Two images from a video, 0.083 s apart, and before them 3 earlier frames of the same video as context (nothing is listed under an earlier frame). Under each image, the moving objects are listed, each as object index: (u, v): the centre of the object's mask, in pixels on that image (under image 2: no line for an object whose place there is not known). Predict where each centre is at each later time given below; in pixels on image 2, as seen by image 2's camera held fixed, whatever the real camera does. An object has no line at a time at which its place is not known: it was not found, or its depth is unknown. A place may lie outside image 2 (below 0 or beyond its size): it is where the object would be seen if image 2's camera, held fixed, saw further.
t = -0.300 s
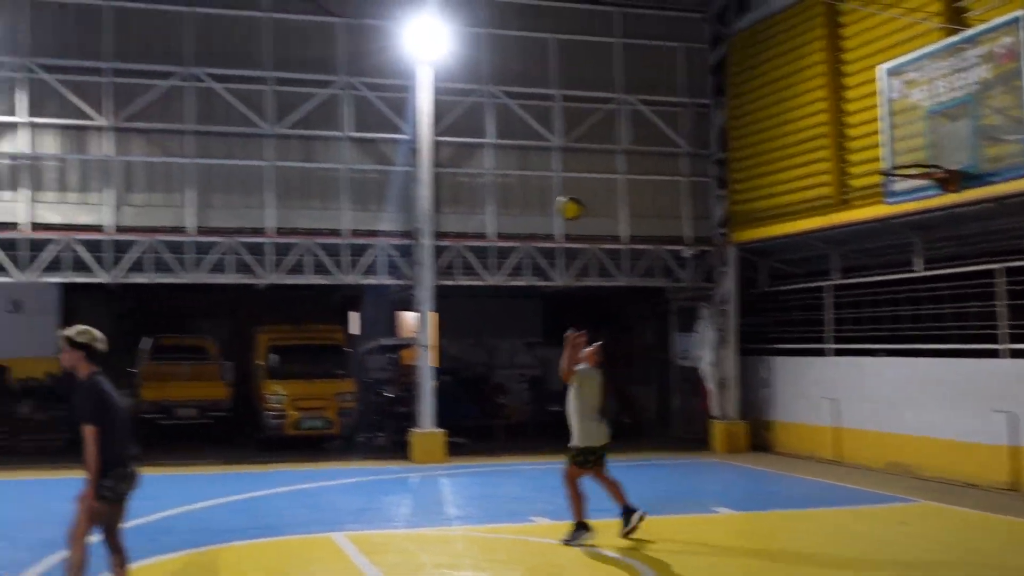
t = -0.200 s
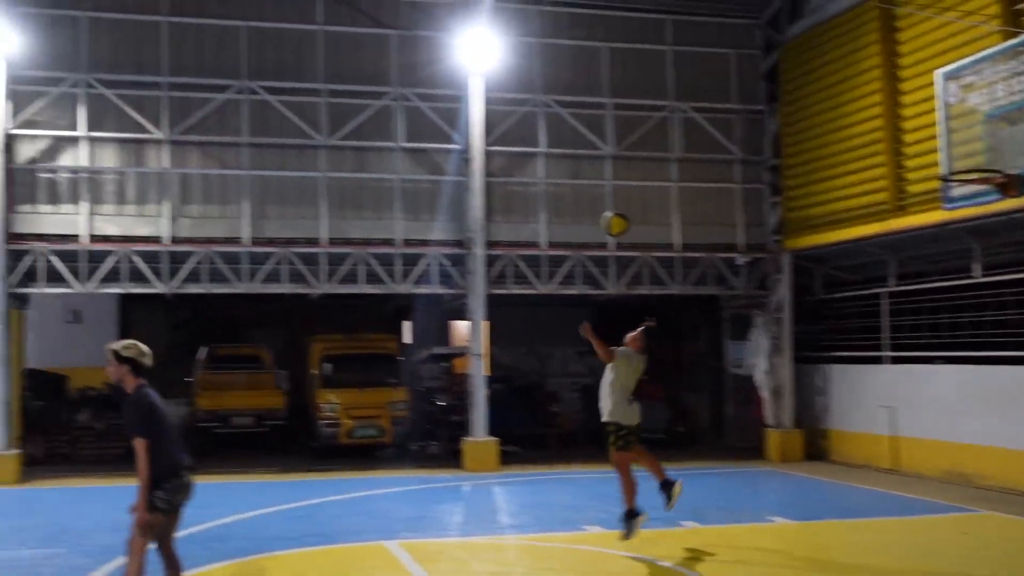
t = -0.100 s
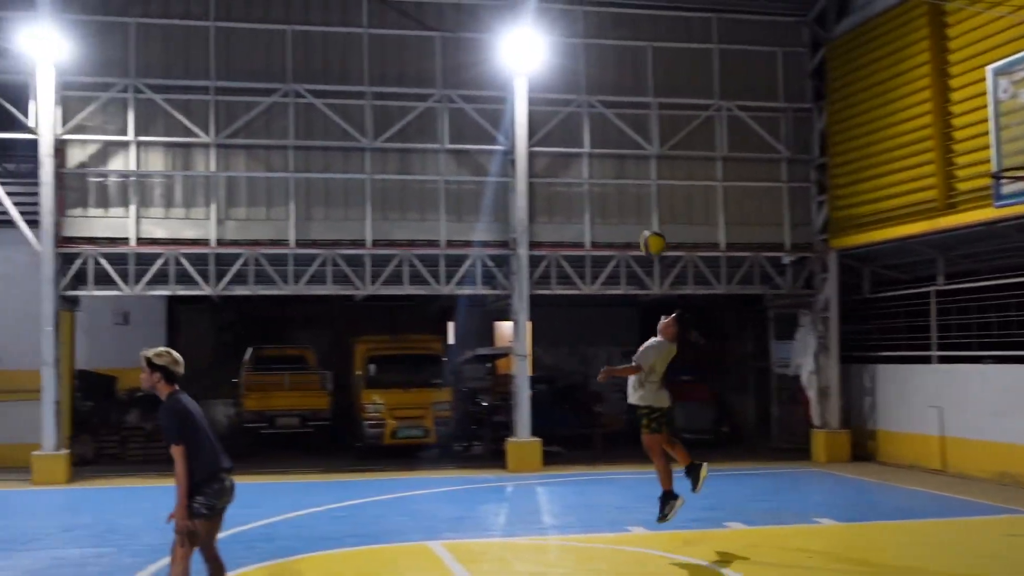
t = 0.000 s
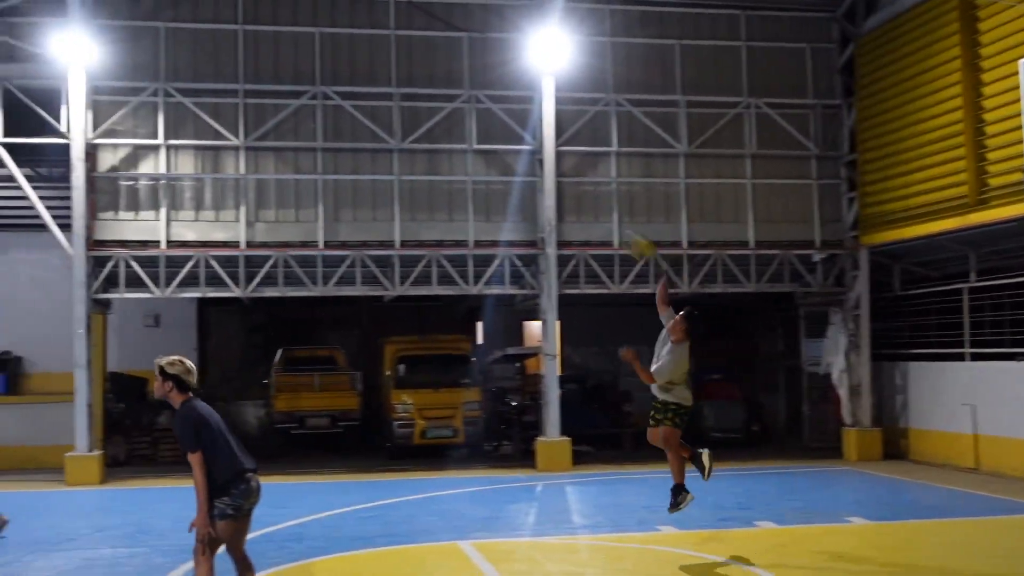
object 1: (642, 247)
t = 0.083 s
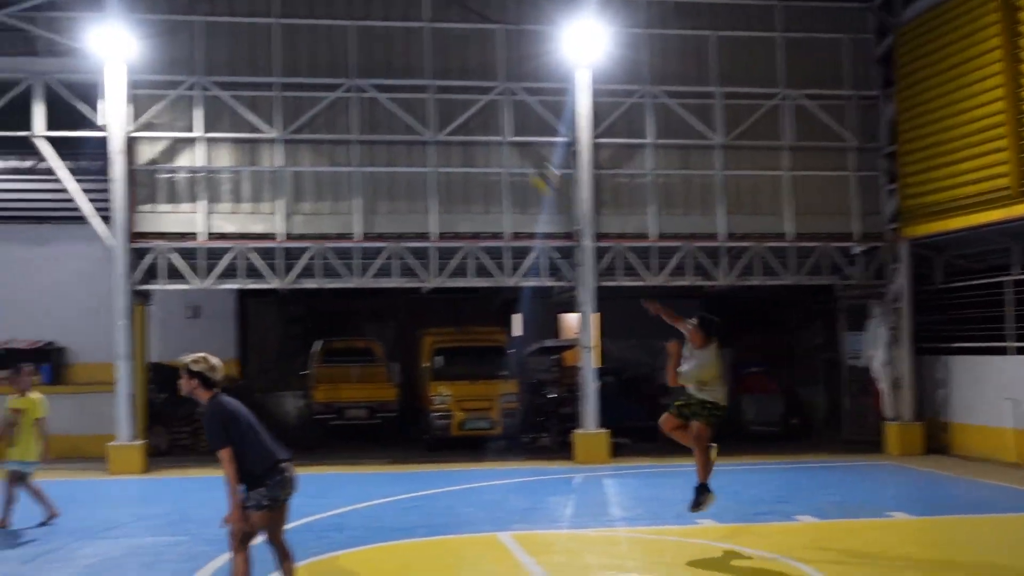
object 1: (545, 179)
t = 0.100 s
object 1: (521, 168)
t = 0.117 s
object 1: (492, 157)
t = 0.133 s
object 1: (465, 148)
